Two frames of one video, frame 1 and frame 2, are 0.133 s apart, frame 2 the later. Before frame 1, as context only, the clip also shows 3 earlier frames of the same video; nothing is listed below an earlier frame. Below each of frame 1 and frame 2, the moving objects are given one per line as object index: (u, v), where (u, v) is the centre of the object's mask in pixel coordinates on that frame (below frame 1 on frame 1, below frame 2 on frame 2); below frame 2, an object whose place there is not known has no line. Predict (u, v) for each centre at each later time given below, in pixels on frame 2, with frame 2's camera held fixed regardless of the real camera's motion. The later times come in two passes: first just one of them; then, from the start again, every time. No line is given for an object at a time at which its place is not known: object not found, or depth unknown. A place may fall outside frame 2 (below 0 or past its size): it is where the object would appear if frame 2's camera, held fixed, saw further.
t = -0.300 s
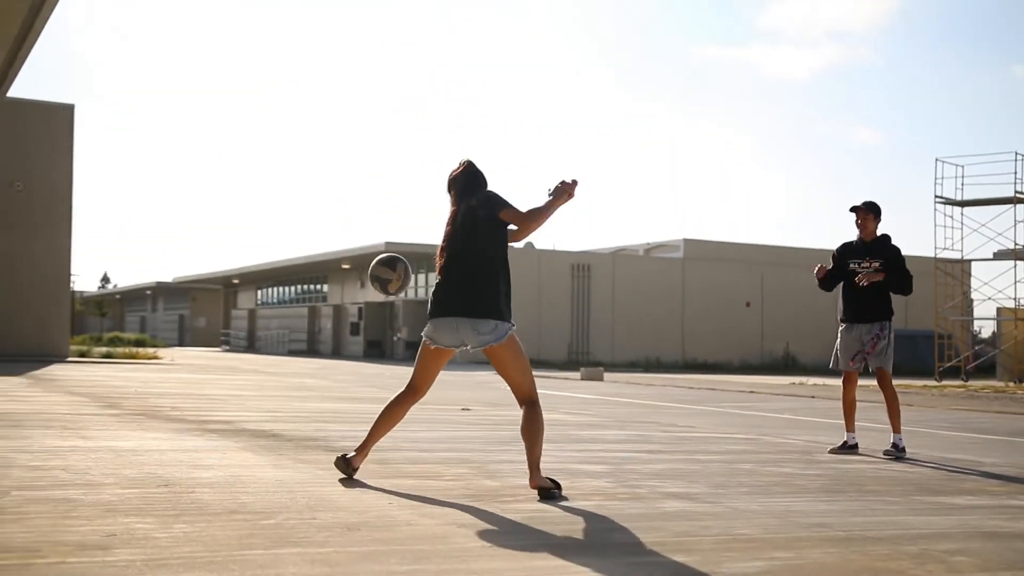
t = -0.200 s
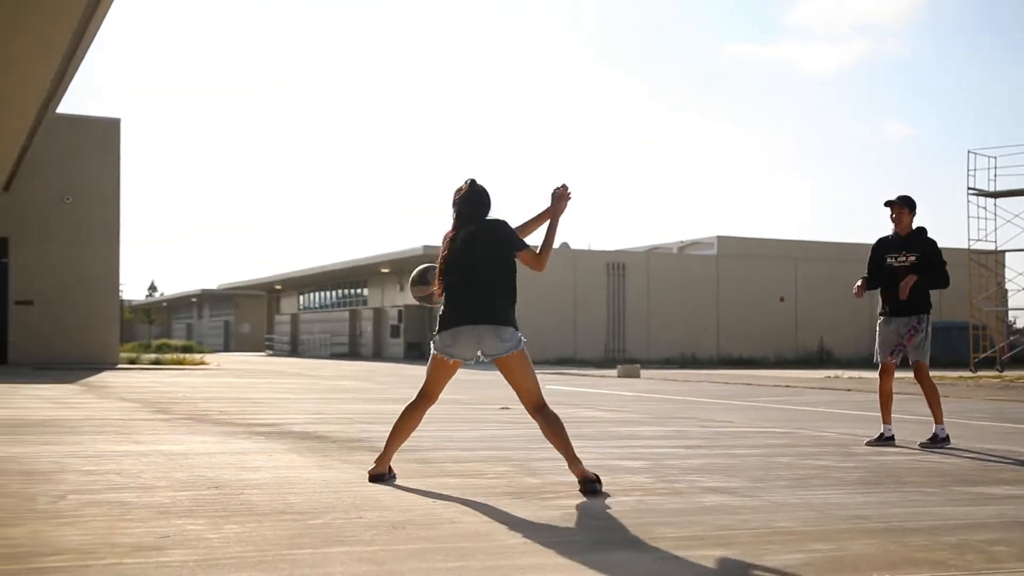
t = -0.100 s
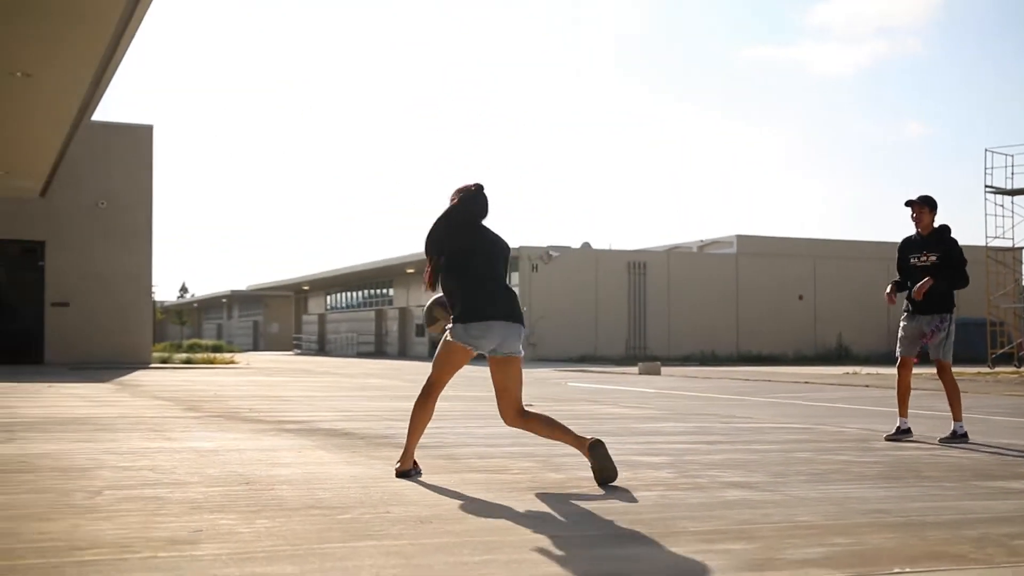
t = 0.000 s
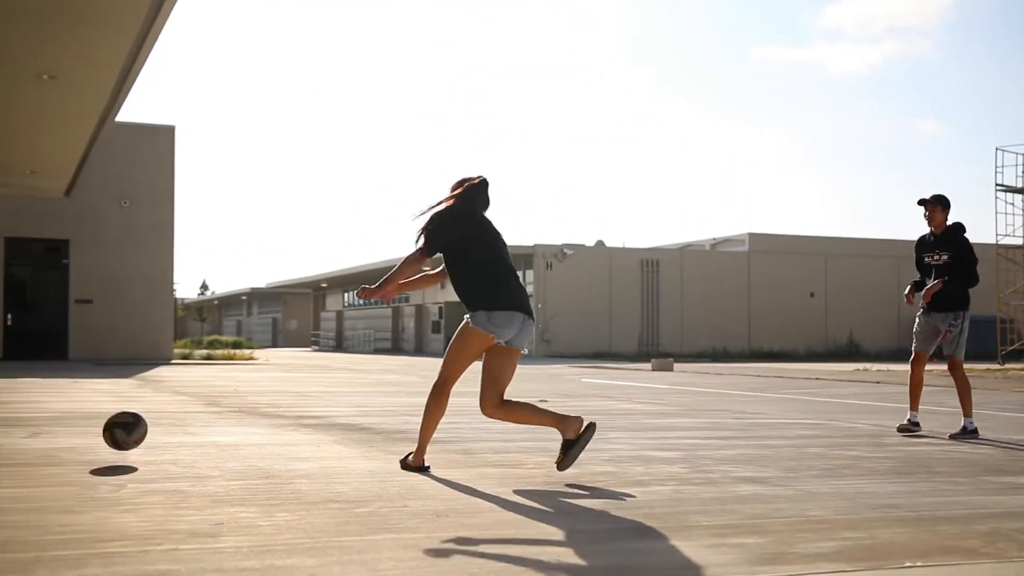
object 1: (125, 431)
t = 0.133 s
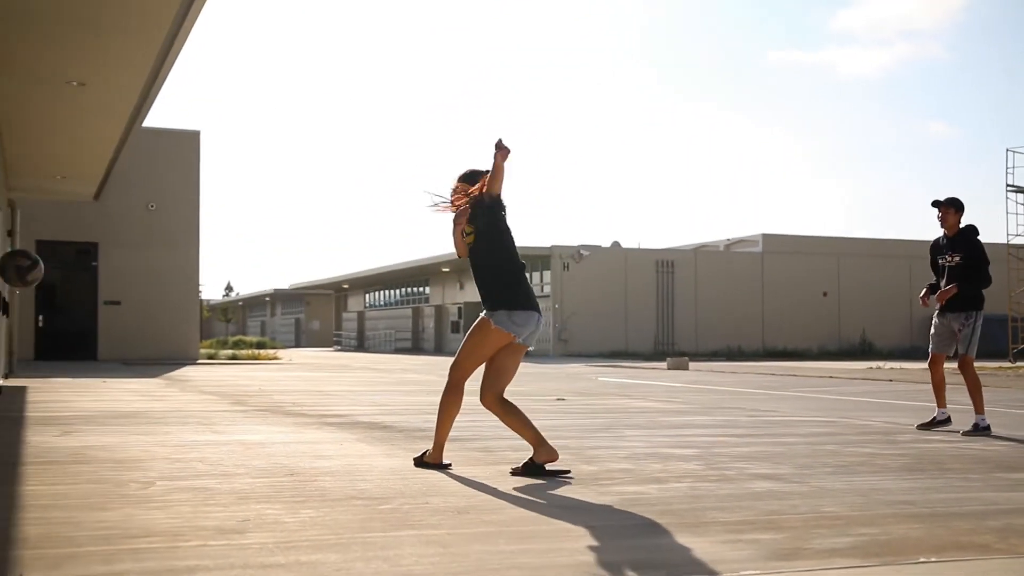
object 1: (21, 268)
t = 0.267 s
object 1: (202, 146)
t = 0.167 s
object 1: (71, 234)
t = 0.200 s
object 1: (118, 200)
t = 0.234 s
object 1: (161, 172)
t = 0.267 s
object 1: (202, 146)
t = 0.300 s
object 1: (240, 122)
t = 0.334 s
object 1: (277, 102)
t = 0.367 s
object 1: (312, 84)
